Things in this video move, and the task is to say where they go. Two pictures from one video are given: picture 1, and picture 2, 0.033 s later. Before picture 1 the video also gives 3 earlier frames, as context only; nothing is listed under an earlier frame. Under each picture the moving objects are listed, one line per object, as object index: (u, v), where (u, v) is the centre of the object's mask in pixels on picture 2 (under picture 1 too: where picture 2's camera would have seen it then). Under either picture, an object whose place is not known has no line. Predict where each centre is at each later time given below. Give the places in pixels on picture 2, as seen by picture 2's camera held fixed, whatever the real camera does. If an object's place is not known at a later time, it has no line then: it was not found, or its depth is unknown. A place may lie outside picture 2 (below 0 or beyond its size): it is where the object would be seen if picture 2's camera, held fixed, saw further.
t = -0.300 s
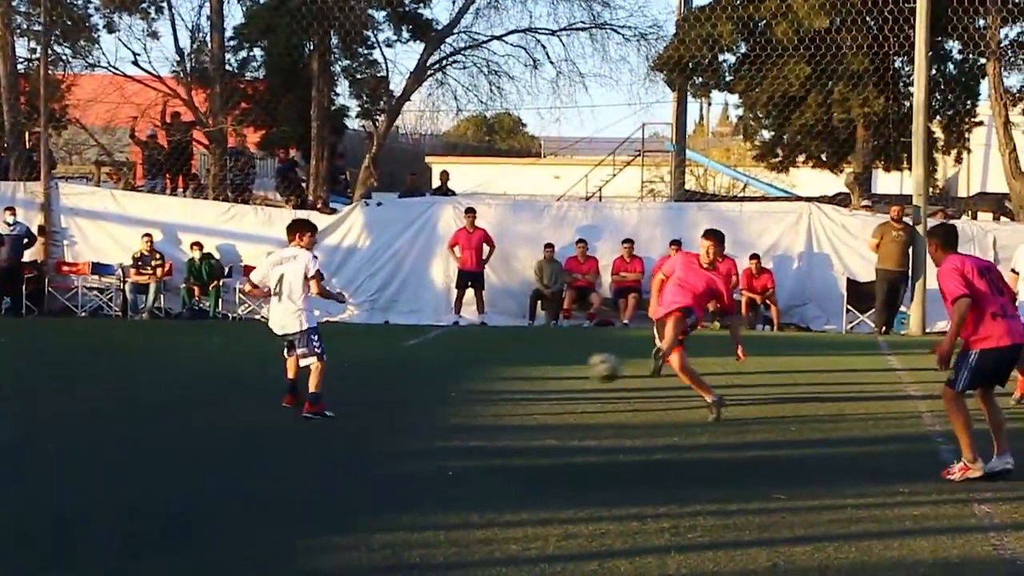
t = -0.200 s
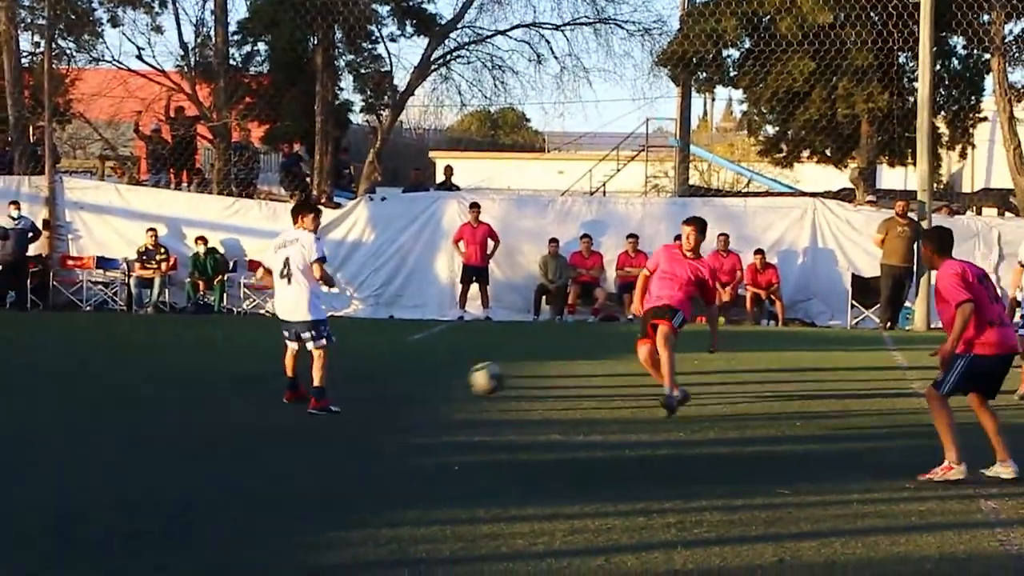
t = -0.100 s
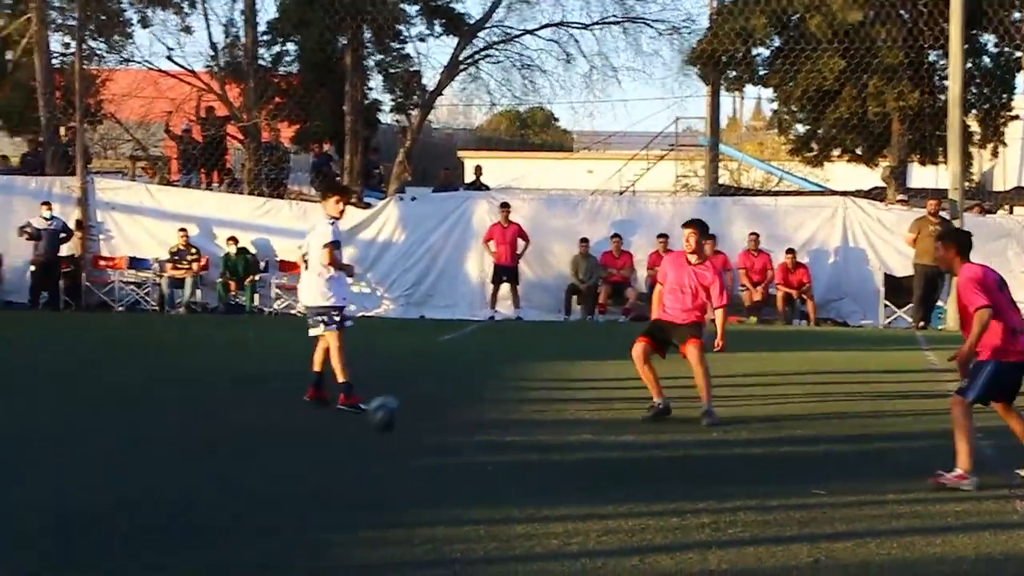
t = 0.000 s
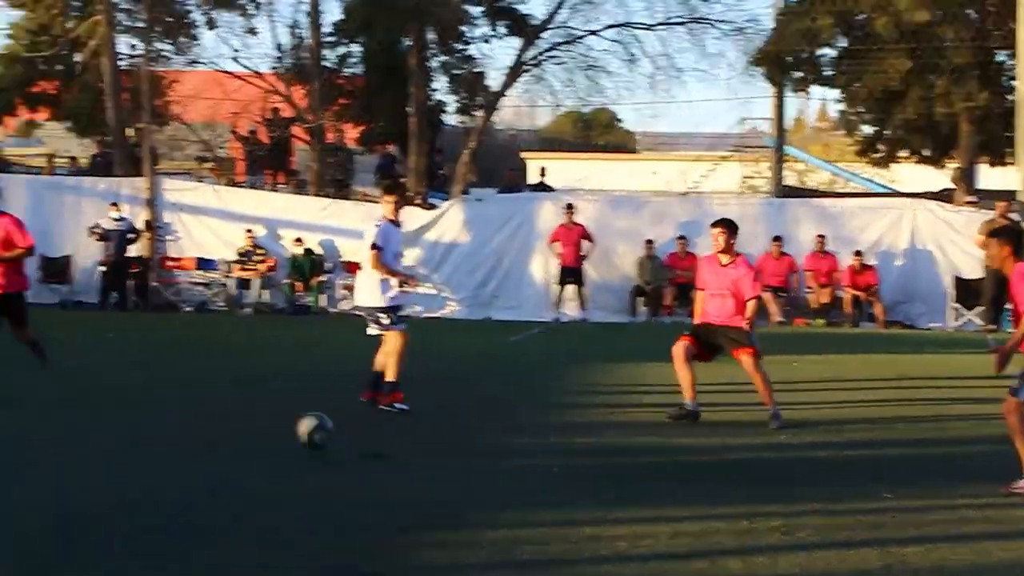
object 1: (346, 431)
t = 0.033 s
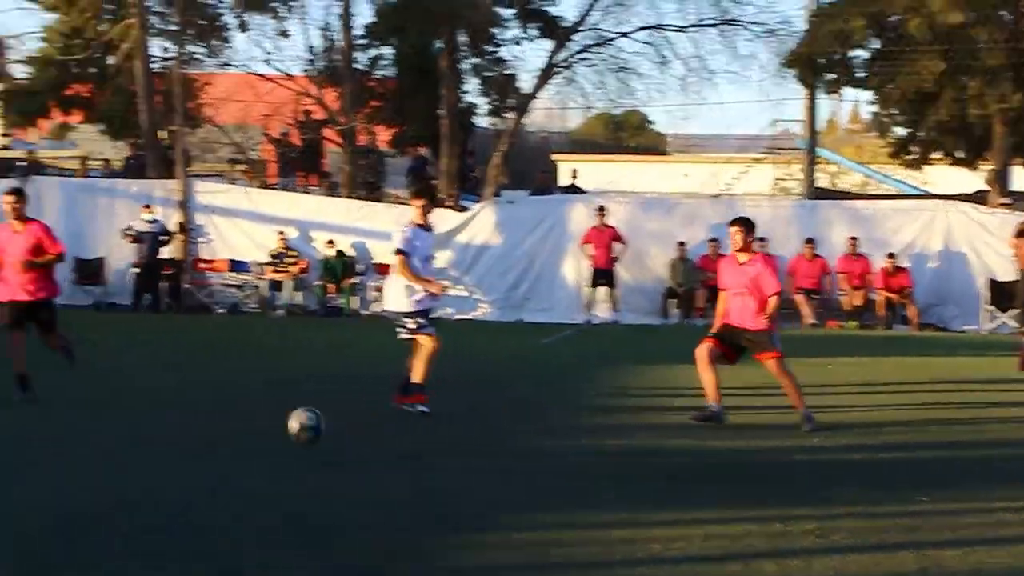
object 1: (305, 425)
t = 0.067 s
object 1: (262, 421)
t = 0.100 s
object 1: (217, 421)
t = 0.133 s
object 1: (169, 420)
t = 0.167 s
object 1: (122, 423)
